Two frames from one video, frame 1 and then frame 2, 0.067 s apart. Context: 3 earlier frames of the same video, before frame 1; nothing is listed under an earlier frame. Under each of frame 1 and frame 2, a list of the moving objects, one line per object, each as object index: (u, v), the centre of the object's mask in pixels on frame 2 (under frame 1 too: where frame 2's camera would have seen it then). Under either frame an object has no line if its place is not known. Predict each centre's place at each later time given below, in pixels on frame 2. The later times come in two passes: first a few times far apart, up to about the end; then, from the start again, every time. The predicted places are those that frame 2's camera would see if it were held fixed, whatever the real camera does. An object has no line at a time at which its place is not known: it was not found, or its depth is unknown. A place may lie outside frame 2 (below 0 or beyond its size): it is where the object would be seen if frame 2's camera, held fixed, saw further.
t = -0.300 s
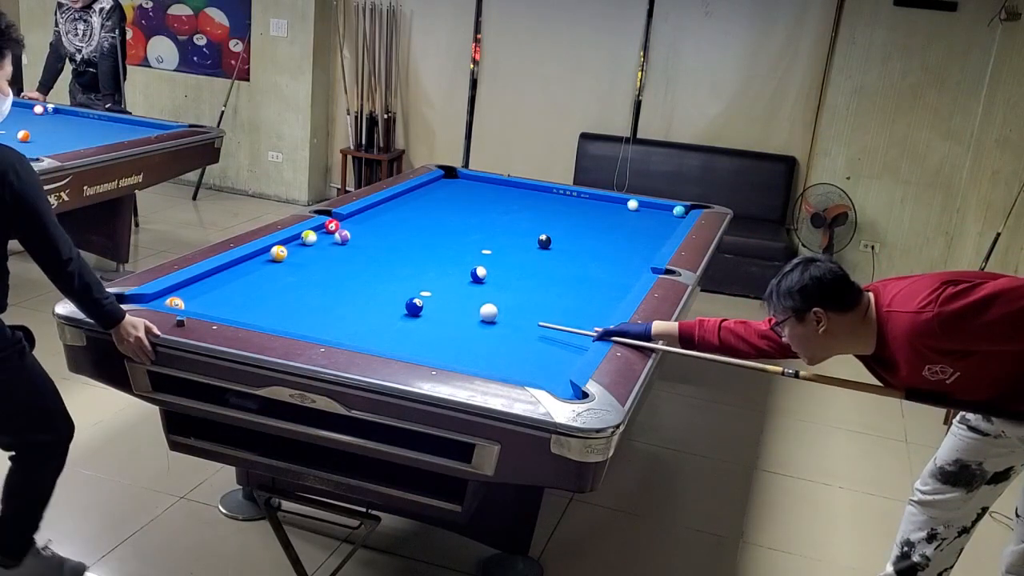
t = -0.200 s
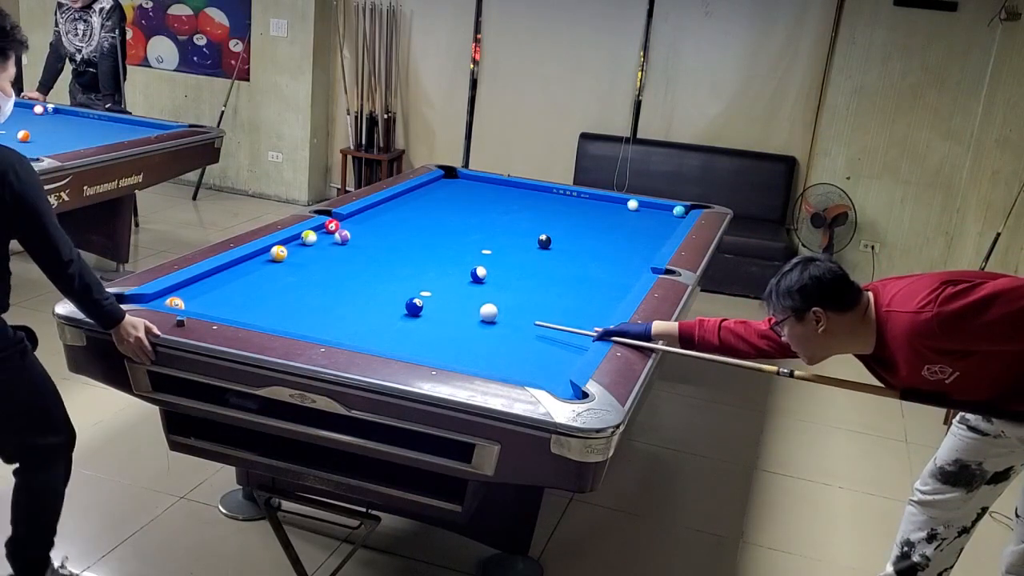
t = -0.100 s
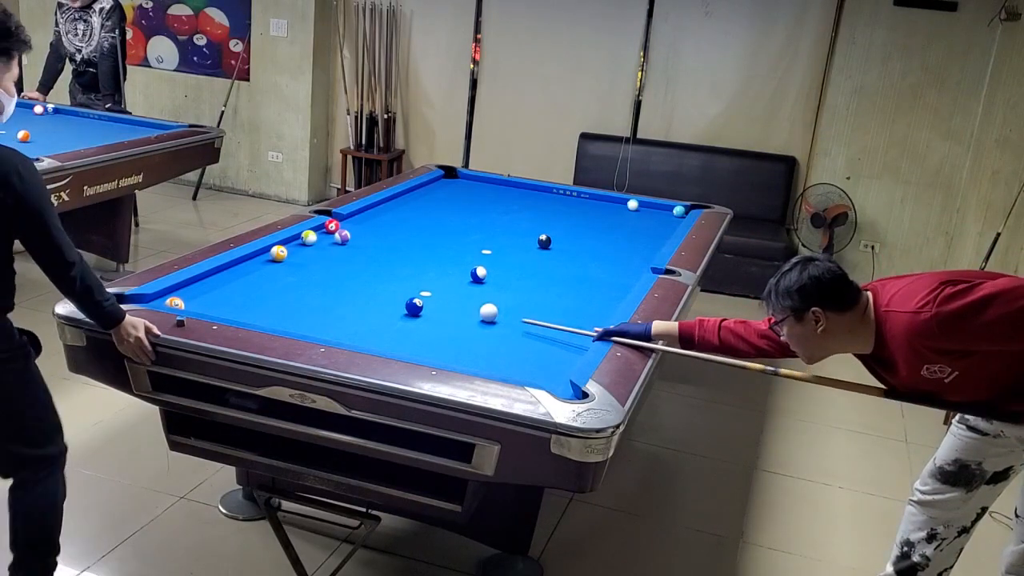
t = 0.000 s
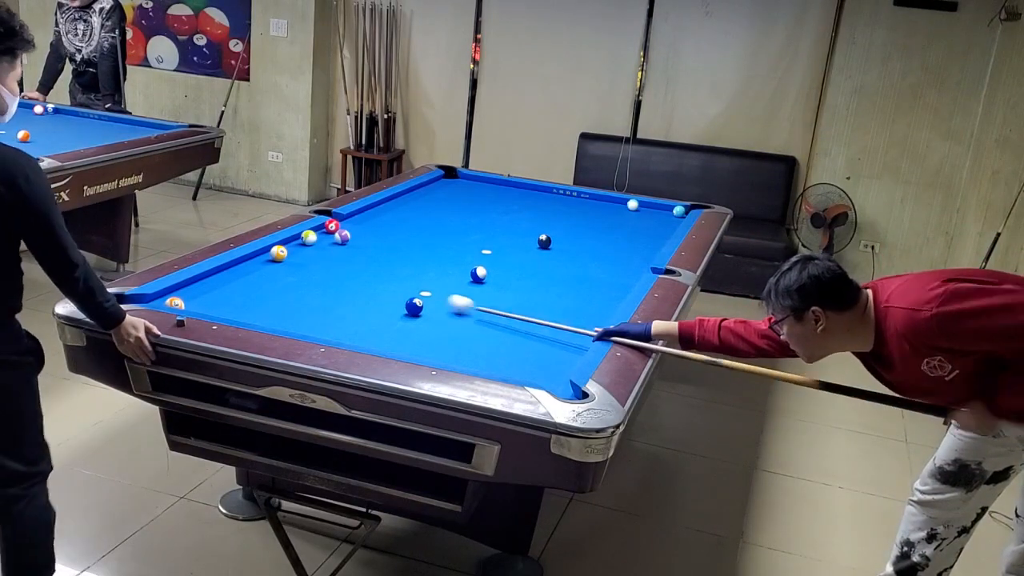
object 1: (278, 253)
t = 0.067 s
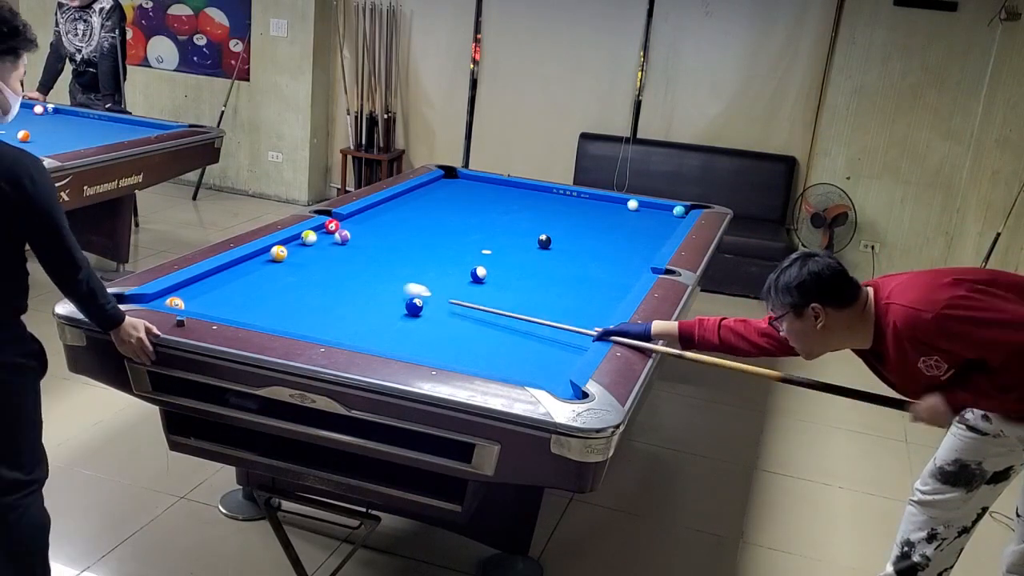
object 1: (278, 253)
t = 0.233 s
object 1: (278, 253)
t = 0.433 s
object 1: (300, 252)
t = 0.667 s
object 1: (358, 258)
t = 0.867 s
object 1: (405, 262)
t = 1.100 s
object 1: (459, 267)
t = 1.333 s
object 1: (512, 271)
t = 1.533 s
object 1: (555, 275)
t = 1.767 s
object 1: (604, 279)
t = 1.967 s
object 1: (624, 280)
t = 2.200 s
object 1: (604, 275)
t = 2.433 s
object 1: (585, 271)
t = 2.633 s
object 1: (570, 267)
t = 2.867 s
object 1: (553, 263)
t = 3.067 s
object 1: (540, 260)
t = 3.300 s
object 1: (526, 257)
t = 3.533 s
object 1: (513, 254)
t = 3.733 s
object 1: (502, 251)
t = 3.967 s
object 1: (491, 248)
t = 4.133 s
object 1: (484, 246)
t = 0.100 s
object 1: (278, 253)
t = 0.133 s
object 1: (278, 253)
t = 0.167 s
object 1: (278, 253)
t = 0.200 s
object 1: (278, 253)
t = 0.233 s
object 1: (278, 253)
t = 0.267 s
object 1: (278, 253)
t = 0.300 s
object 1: (277, 253)
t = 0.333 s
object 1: (271, 250)
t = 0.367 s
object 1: (279, 248)
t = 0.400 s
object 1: (291, 251)
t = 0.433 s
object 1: (300, 252)
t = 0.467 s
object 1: (308, 253)
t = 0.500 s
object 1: (317, 254)
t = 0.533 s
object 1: (325, 255)
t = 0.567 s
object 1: (333, 255)
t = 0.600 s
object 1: (342, 256)
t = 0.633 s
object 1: (349, 257)
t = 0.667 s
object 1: (358, 258)
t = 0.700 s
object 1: (366, 259)
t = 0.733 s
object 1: (373, 259)
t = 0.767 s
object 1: (382, 260)
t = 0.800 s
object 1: (389, 260)
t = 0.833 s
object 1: (397, 261)
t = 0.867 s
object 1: (405, 262)
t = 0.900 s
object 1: (413, 263)
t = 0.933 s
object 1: (421, 263)
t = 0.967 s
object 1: (429, 264)
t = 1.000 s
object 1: (436, 265)
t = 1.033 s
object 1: (444, 265)
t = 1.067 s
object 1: (452, 266)
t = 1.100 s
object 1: (459, 267)
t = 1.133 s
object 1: (466, 267)
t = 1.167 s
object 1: (473, 266)
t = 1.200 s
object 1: (483, 266)
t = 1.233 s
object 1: (491, 269)
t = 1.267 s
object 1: (497, 270)
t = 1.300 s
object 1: (504, 271)
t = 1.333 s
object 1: (512, 271)
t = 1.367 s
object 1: (519, 272)
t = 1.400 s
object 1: (526, 273)
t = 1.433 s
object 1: (533, 273)
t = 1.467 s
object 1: (541, 274)
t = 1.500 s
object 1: (548, 275)
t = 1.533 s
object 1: (555, 275)
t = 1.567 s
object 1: (562, 276)
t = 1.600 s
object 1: (569, 277)
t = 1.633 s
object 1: (576, 277)
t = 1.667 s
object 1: (584, 278)
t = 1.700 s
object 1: (591, 278)
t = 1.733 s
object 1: (598, 279)
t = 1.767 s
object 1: (604, 279)
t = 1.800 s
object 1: (611, 280)
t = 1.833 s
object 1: (618, 281)
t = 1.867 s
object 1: (625, 281)
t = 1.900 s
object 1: (631, 281)
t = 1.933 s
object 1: (628, 281)
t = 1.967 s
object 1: (624, 280)
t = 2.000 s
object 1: (621, 279)
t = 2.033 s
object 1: (618, 279)
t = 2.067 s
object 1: (615, 278)
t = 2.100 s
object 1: (612, 277)
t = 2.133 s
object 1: (609, 277)
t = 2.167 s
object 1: (606, 276)
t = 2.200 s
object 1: (604, 275)
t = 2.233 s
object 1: (601, 275)
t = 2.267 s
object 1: (598, 274)
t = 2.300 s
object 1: (595, 273)
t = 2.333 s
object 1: (593, 273)
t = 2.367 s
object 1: (590, 272)
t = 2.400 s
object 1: (587, 271)
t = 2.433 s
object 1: (585, 271)
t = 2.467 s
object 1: (582, 270)
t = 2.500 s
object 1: (580, 270)
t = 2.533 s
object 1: (577, 269)
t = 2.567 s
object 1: (575, 268)
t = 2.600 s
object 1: (572, 268)
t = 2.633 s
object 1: (570, 267)
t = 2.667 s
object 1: (567, 267)
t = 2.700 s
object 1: (565, 266)
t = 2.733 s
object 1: (562, 266)
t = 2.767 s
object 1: (560, 265)
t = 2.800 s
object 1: (558, 265)
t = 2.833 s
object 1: (556, 264)
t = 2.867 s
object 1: (553, 263)
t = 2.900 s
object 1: (551, 263)
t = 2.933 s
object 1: (549, 262)
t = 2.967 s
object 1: (547, 262)
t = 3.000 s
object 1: (545, 261)
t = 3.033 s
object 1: (542, 261)
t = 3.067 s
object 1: (540, 260)
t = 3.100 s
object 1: (538, 260)
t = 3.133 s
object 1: (536, 259)
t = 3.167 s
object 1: (534, 259)
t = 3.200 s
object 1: (532, 258)
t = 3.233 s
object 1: (530, 258)
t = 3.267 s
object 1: (528, 257)
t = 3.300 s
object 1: (526, 257)
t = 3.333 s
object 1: (524, 256)
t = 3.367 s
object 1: (522, 256)
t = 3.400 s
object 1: (520, 256)
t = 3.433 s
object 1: (518, 255)
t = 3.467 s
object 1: (516, 254)
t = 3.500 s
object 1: (515, 254)
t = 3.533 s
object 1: (513, 254)
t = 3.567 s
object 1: (511, 253)
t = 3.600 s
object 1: (509, 253)
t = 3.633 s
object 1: (507, 252)
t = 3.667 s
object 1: (506, 252)
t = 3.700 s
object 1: (504, 252)
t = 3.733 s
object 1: (502, 251)
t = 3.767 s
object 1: (500, 251)
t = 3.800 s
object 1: (499, 250)
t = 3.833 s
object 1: (497, 250)
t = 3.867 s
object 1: (496, 249)
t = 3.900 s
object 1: (494, 249)
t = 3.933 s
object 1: (493, 248)
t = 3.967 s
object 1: (491, 248)
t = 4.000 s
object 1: (489, 248)
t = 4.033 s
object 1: (488, 248)
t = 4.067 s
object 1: (486, 247)
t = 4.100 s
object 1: (485, 247)
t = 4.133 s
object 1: (484, 246)
